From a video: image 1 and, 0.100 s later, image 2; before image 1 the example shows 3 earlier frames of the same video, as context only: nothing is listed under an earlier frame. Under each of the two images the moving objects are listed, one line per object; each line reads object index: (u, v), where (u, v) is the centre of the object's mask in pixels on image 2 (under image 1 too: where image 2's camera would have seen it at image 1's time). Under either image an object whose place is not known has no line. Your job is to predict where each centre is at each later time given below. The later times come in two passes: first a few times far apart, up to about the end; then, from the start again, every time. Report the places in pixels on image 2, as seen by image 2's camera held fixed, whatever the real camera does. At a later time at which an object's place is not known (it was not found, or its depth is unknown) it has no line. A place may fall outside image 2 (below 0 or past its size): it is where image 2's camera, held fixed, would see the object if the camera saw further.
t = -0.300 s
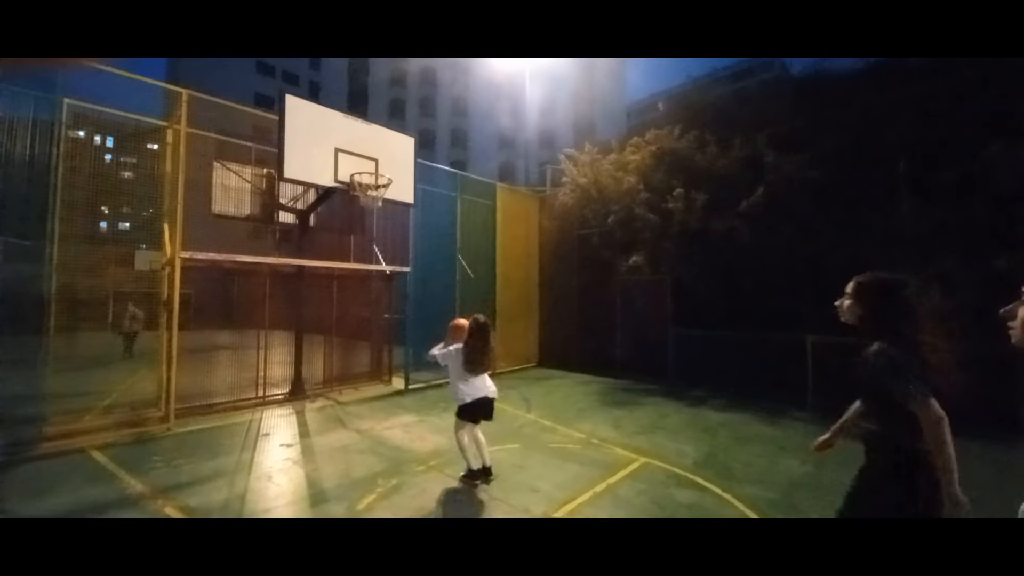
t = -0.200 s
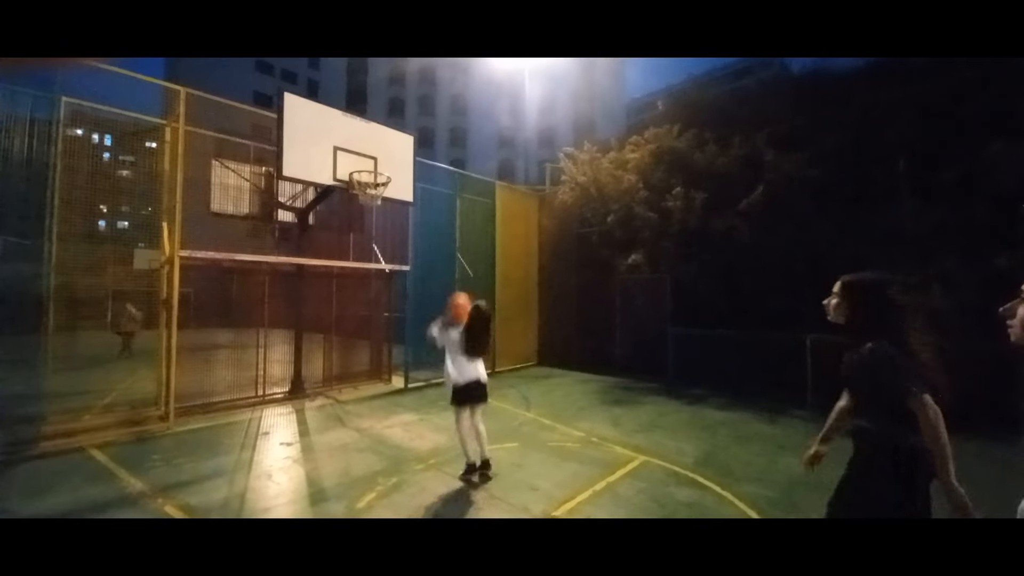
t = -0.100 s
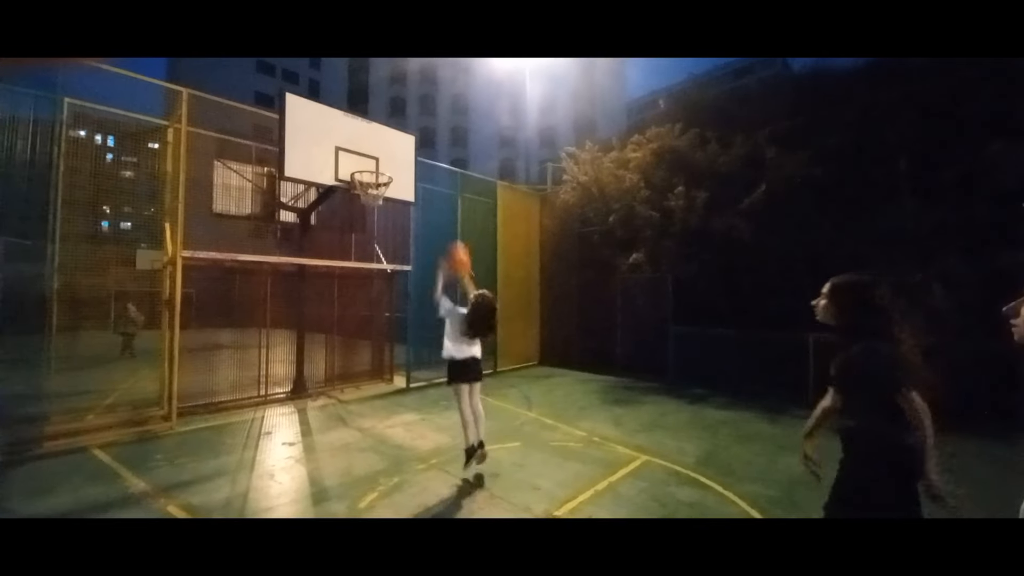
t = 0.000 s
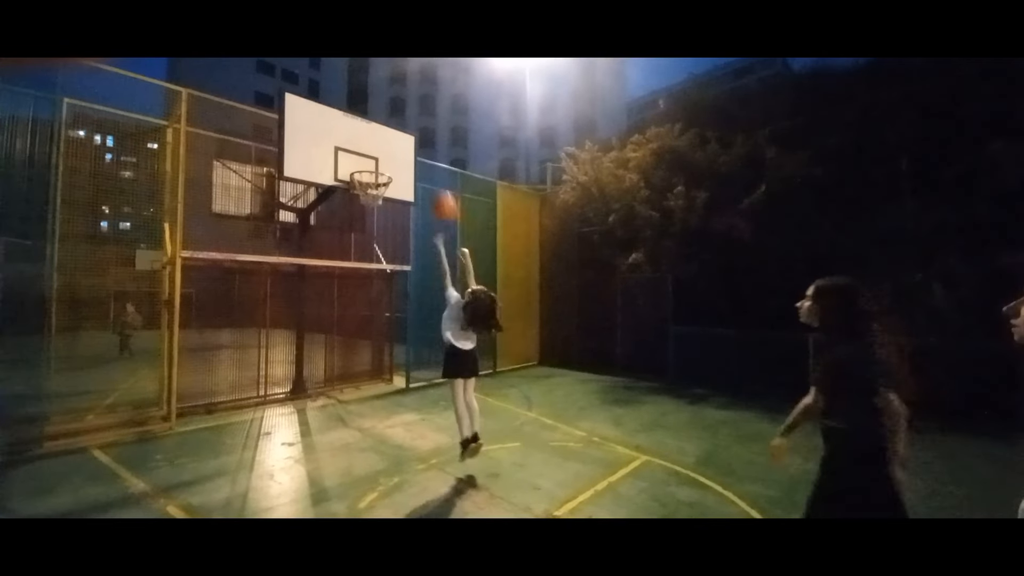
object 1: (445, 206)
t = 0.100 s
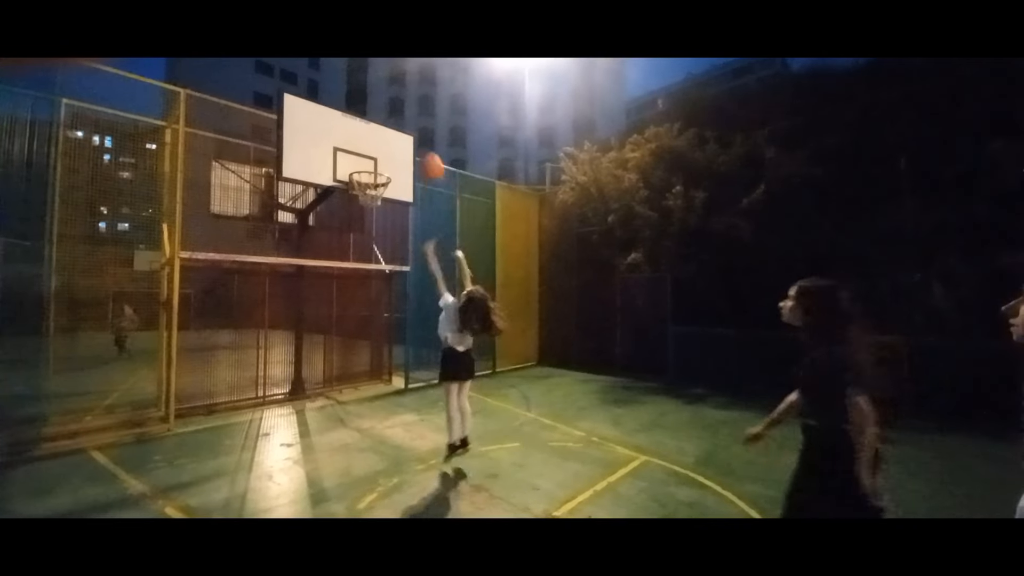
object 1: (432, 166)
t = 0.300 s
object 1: (407, 122)
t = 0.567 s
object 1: (380, 118)
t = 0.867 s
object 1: (360, 160)
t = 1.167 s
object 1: (386, 167)
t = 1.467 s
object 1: (414, 213)
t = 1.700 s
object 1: (432, 288)
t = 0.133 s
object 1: (427, 155)
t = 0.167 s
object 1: (423, 147)
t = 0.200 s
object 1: (420, 139)
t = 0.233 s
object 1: (416, 132)
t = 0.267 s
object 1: (412, 126)
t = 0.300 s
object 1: (407, 122)
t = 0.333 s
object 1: (404, 119)
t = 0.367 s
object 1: (400, 115)
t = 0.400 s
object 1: (396, 114)
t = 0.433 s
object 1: (393, 113)
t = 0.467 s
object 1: (390, 114)
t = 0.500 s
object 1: (387, 114)
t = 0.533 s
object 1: (384, 116)
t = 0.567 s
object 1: (380, 118)
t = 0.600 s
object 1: (376, 121)
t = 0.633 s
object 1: (373, 126)
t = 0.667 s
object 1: (368, 132)
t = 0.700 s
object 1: (365, 138)
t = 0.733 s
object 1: (361, 146)
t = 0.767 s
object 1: (358, 154)
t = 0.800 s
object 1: (355, 162)
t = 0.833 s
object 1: (357, 162)
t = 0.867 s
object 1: (360, 160)
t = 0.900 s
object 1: (363, 157)
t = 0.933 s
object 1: (366, 156)
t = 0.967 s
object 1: (369, 155)
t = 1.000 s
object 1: (372, 155)
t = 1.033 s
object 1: (376, 156)
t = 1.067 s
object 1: (378, 158)
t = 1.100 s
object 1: (382, 160)
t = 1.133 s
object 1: (384, 163)
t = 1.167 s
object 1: (386, 167)
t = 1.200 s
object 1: (390, 171)
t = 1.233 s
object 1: (393, 177)
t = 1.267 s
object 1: (396, 180)
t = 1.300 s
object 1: (397, 185)
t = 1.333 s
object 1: (401, 189)
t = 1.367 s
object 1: (405, 195)
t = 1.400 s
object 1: (408, 200)
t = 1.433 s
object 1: (412, 207)
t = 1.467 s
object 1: (414, 213)
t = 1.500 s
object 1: (417, 222)
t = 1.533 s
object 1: (419, 231)
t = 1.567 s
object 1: (422, 240)
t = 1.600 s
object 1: (425, 251)
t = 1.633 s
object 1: (427, 263)
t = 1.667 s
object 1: (429, 275)
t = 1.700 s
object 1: (432, 288)
